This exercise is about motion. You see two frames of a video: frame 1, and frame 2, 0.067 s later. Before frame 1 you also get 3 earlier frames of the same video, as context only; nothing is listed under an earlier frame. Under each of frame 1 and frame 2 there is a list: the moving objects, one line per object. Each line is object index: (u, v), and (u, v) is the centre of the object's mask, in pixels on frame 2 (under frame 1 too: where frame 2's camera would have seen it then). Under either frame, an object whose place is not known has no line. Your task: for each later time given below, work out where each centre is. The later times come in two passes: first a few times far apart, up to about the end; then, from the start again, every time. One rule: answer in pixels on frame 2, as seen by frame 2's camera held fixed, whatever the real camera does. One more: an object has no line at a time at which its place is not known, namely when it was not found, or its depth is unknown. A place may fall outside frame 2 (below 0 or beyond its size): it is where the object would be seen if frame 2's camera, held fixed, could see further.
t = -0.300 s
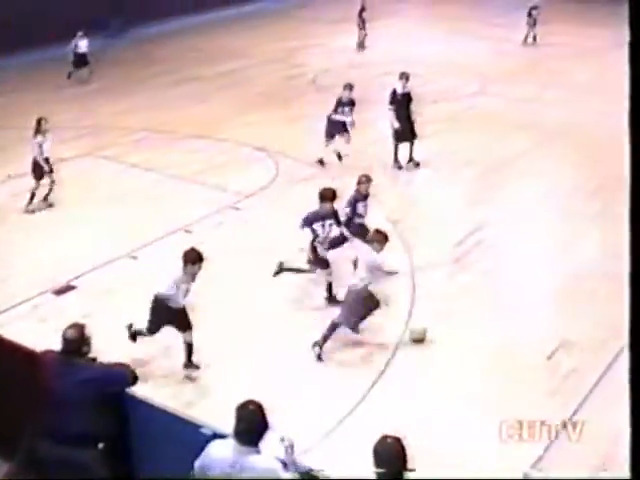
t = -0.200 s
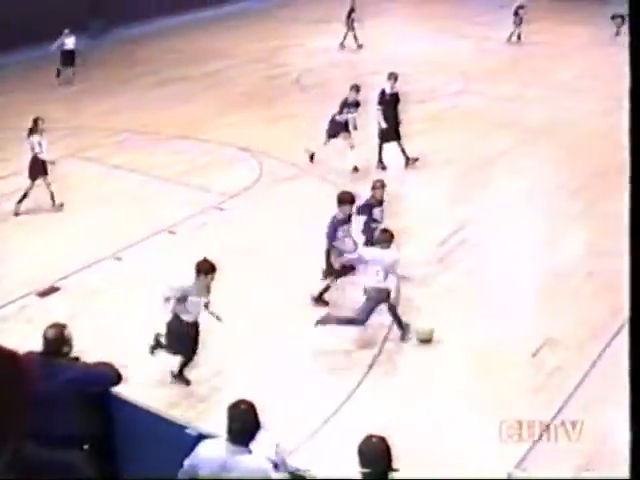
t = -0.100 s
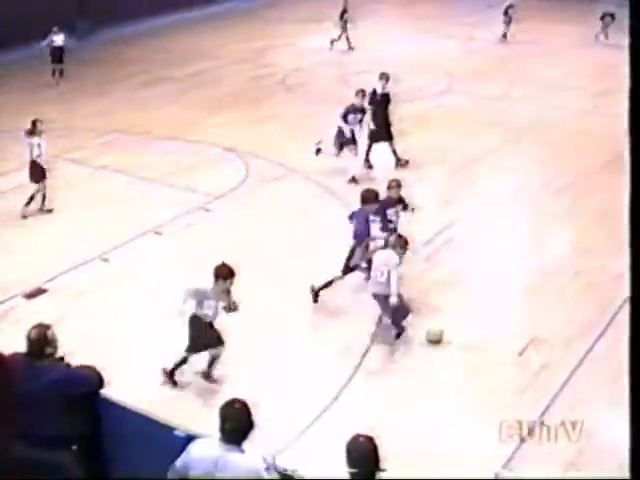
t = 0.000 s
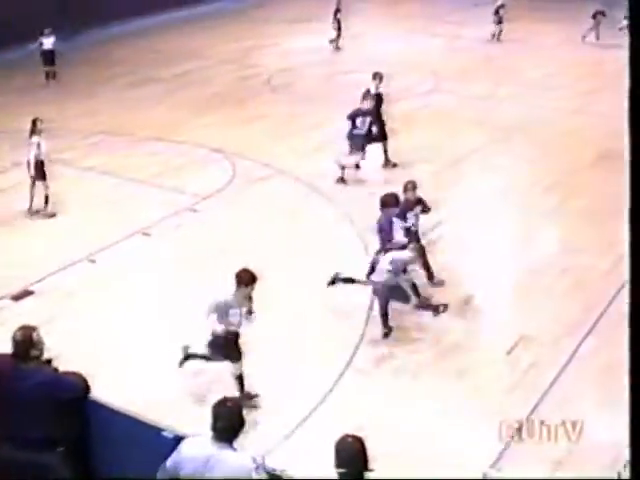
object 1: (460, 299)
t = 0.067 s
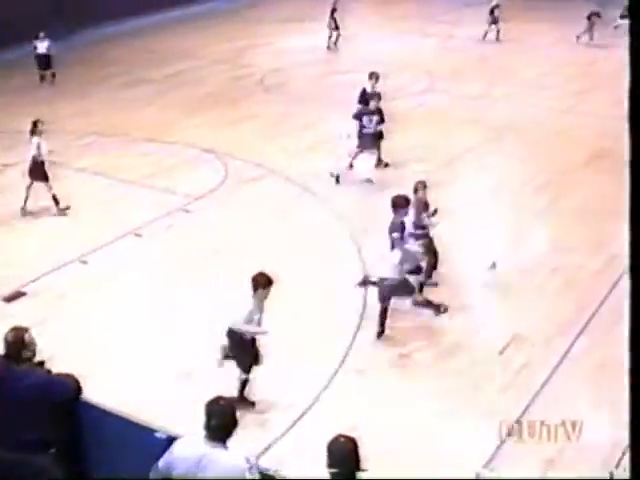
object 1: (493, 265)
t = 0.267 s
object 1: (560, 204)
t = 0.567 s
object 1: (610, 142)
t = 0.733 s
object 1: (624, 129)
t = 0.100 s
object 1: (506, 251)
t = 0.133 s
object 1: (520, 239)
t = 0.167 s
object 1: (531, 229)
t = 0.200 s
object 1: (540, 219)
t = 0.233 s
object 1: (549, 211)
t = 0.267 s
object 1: (560, 204)
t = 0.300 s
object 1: (569, 195)
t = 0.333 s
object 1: (577, 196)
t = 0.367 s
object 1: (583, 188)
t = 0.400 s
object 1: (589, 183)
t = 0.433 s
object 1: (592, 166)
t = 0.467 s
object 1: (596, 158)
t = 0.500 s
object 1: (603, 151)
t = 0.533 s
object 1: (605, 148)
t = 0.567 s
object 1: (610, 142)
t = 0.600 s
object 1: (613, 139)
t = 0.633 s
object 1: (617, 137)
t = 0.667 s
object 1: (619, 138)
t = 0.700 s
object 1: (621, 135)
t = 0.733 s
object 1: (624, 129)
